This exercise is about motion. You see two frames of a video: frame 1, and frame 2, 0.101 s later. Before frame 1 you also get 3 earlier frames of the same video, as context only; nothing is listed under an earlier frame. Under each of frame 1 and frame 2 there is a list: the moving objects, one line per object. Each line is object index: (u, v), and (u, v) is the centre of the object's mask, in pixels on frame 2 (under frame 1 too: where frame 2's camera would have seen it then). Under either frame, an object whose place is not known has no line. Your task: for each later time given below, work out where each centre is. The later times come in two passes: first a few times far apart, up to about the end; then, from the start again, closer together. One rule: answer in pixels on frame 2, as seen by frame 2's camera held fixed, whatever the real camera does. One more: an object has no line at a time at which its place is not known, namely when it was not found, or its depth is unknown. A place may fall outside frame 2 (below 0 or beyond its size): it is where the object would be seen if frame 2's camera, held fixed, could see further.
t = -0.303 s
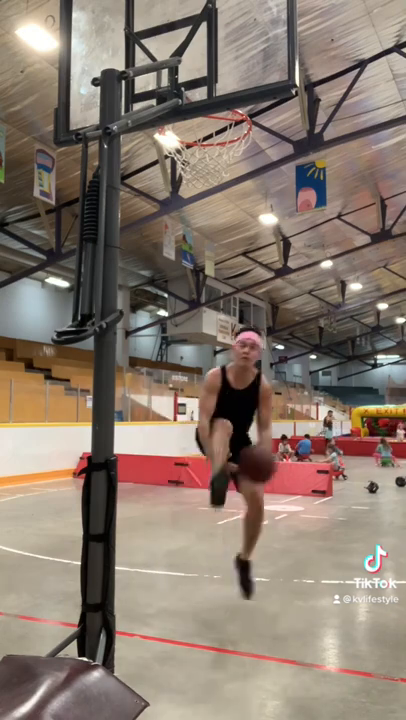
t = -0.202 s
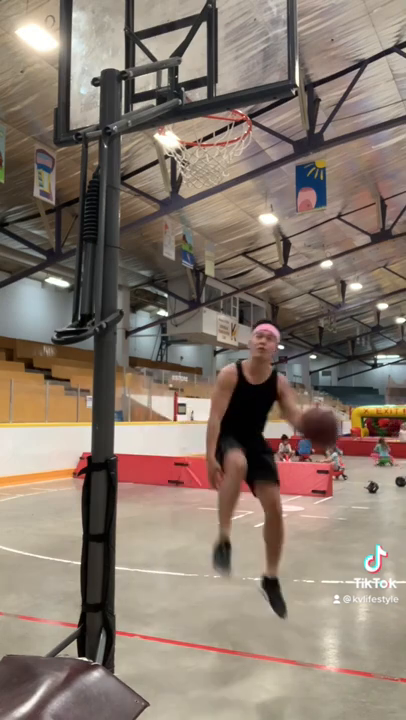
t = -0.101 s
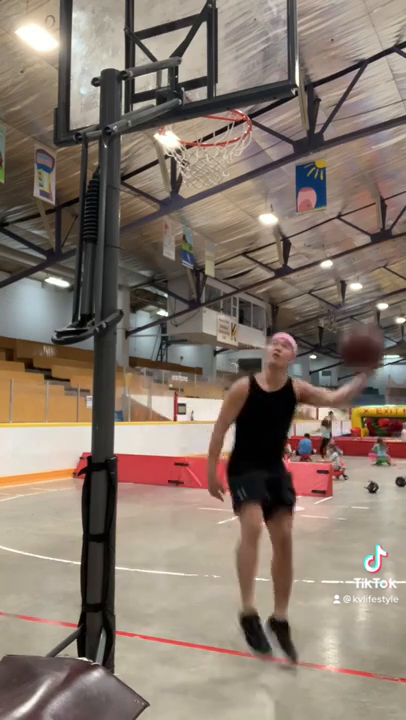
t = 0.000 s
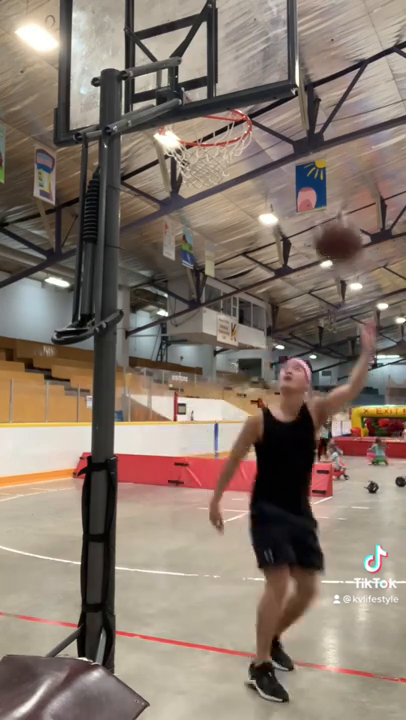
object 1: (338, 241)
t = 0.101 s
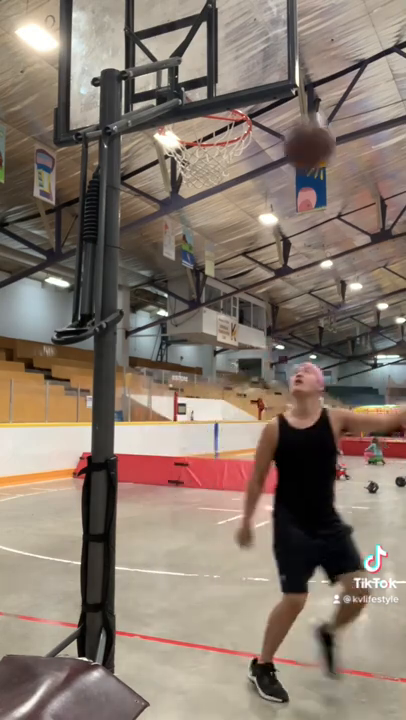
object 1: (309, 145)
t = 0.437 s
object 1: (248, 83)
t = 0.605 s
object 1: (223, 129)
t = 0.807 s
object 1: (195, 179)
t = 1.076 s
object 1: (179, 288)
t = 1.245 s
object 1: (166, 430)
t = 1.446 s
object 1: (153, 684)
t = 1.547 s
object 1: (146, 585)
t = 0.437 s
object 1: (248, 83)
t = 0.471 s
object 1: (253, 110)
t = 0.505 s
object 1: (244, 113)
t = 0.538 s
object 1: (236, 122)
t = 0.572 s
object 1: (229, 126)
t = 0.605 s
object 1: (223, 129)
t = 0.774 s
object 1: (198, 171)
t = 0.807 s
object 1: (195, 179)
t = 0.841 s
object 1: (192, 188)
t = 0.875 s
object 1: (191, 197)
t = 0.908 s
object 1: (188, 206)
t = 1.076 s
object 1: (179, 288)
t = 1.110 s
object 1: (175, 312)
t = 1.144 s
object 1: (173, 339)
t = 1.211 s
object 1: (168, 396)
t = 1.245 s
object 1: (166, 430)
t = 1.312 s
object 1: (161, 505)
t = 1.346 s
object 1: (159, 544)
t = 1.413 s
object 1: (153, 635)
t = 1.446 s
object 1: (153, 684)
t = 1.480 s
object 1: (149, 655)
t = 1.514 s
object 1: (147, 618)
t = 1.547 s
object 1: (146, 585)
